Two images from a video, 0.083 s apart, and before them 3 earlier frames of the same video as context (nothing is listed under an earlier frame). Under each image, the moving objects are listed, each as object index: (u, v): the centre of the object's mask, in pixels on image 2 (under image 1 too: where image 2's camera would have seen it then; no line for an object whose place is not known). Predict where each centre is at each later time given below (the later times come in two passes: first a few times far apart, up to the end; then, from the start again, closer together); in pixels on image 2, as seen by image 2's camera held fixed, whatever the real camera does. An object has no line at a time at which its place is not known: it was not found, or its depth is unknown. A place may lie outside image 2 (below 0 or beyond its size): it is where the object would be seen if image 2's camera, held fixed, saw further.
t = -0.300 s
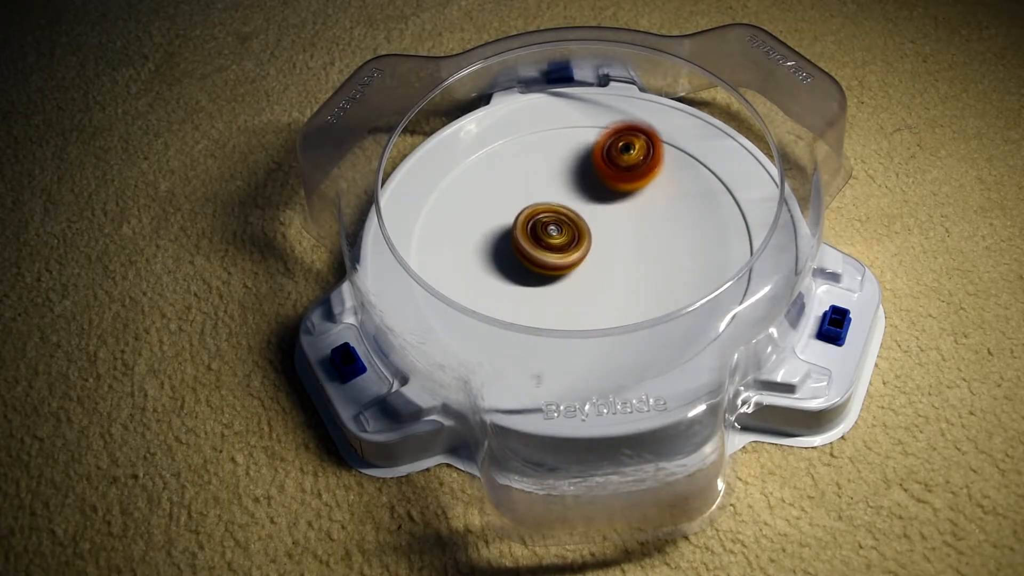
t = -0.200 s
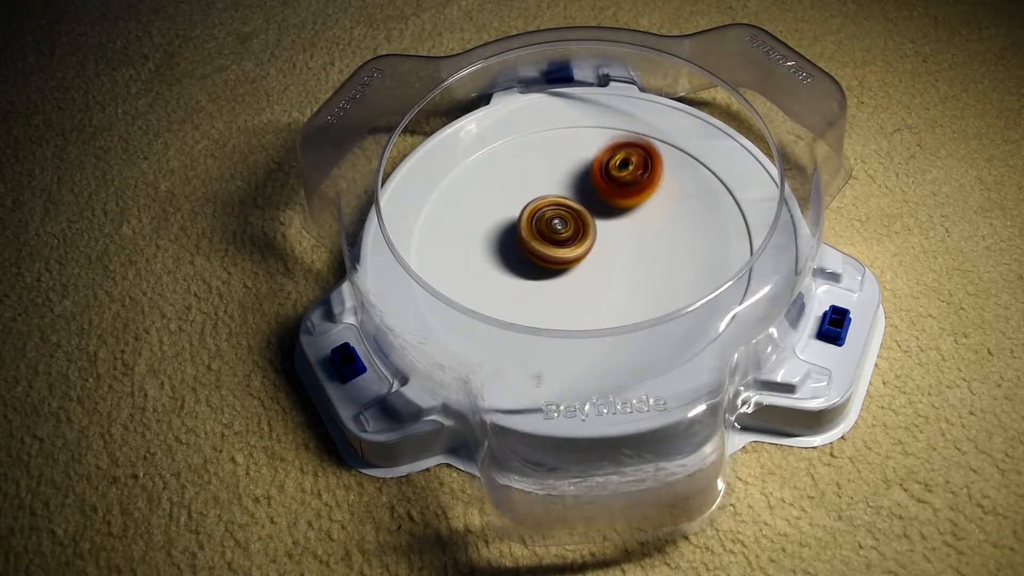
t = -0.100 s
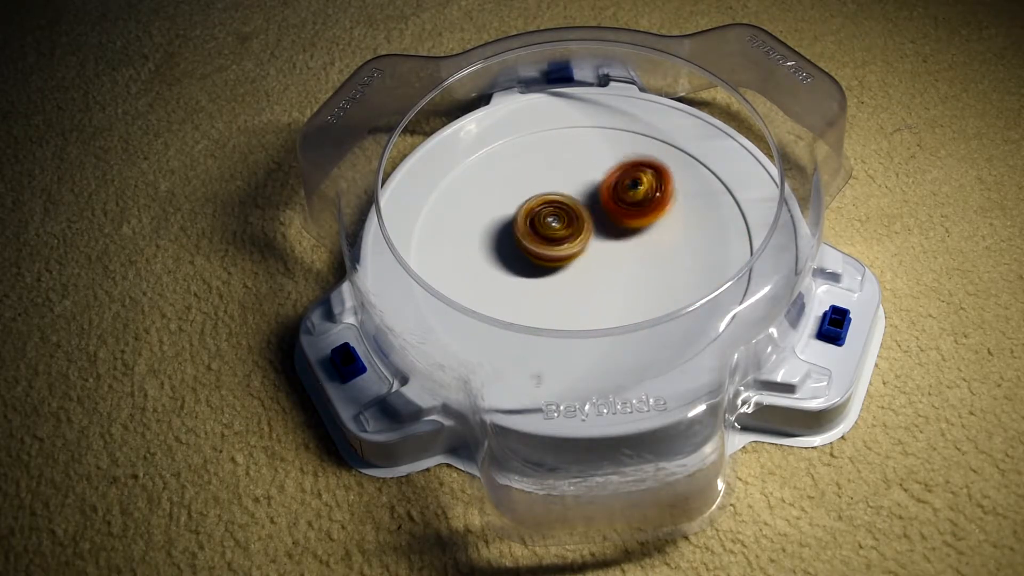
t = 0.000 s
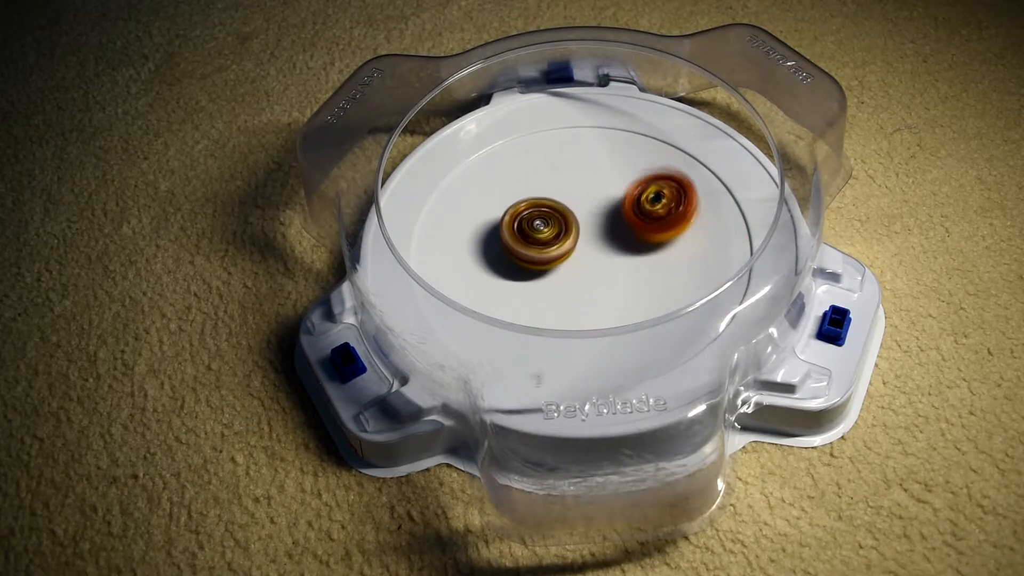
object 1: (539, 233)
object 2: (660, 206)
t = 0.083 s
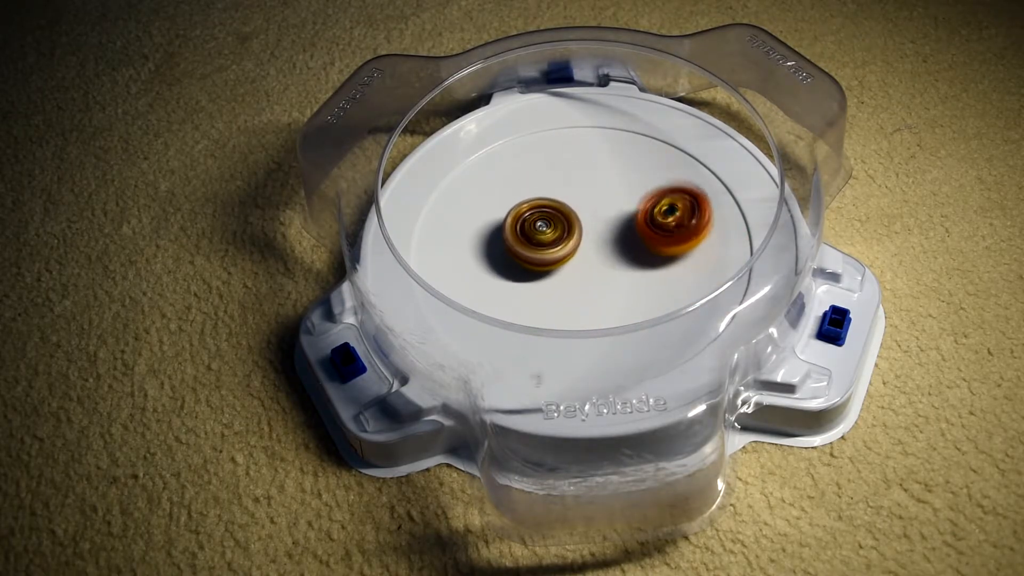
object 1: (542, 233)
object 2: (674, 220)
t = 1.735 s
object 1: (626, 199)
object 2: (512, 150)
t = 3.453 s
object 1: (609, 268)
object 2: (483, 282)
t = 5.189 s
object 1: (524, 233)
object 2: (597, 264)
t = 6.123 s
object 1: (595, 235)
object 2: (566, 298)
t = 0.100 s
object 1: (543, 234)
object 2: (676, 222)
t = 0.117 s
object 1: (544, 234)
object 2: (678, 224)
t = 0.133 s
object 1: (544, 234)
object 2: (679, 227)
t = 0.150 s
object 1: (545, 234)
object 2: (681, 230)
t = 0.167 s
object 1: (546, 234)
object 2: (682, 233)
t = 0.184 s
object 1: (547, 235)
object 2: (683, 236)
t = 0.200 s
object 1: (548, 235)
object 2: (683, 238)
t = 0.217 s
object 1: (549, 235)
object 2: (683, 241)
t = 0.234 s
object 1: (550, 236)
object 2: (683, 244)
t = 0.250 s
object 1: (551, 236)
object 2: (683, 246)
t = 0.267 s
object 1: (553, 237)
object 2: (682, 249)
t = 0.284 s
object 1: (554, 237)
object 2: (681, 252)
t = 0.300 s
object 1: (555, 237)
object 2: (680, 255)
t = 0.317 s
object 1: (556, 237)
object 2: (678, 257)
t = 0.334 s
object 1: (557, 238)
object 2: (676, 260)
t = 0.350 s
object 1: (558, 238)
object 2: (674, 263)
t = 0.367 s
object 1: (560, 239)
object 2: (671, 265)
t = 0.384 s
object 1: (561, 239)
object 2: (669, 268)
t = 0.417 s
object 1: (564, 240)
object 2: (662, 273)
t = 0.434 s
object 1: (565, 240)
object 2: (659, 276)
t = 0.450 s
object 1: (566, 241)
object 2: (654, 278)
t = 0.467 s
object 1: (567, 242)
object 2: (650, 280)
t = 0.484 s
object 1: (568, 242)
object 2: (646, 283)
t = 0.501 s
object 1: (570, 243)
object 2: (642, 285)
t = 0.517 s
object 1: (571, 243)
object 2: (638, 287)
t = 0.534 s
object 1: (573, 244)
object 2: (633, 289)
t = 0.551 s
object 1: (573, 243)
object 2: (628, 291)
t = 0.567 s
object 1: (572, 242)
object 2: (625, 295)
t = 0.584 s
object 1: (571, 240)
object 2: (622, 297)
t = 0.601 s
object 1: (572, 240)
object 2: (620, 300)
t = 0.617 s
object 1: (572, 239)
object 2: (618, 301)
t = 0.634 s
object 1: (573, 239)
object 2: (615, 303)
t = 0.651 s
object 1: (574, 239)
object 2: (612, 305)
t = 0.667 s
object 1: (574, 239)
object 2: (610, 307)
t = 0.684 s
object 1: (575, 239)
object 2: (608, 315)
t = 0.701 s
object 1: (576, 239)
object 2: (605, 317)
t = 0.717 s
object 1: (576, 239)
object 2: (603, 320)
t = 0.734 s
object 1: (577, 240)
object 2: (600, 321)
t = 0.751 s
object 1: (577, 240)
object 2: (598, 322)
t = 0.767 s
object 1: (578, 240)
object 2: (595, 323)
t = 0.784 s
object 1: (578, 240)
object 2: (593, 323)
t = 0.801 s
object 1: (579, 241)
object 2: (589, 324)
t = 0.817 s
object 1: (579, 241)
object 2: (586, 324)
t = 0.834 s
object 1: (580, 241)
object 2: (584, 324)
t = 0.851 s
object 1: (581, 242)
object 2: (581, 323)
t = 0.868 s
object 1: (581, 242)
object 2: (577, 321)
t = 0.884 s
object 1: (582, 242)
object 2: (573, 320)
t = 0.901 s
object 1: (582, 242)
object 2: (571, 318)
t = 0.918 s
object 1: (582, 242)
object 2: (568, 316)
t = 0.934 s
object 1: (583, 243)
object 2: (564, 308)
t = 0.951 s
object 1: (583, 243)
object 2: (560, 306)
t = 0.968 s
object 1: (584, 243)
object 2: (558, 305)
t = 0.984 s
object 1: (584, 243)
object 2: (554, 304)
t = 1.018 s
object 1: (585, 243)
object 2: (547, 301)
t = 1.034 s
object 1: (586, 243)
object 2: (544, 298)
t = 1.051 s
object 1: (587, 243)
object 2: (539, 297)
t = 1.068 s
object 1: (597, 236)
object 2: (522, 300)
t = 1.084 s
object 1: (607, 229)
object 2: (510, 300)
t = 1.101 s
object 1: (614, 224)
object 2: (495, 305)
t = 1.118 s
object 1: (621, 219)
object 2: (483, 307)
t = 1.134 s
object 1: (627, 214)
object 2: (473, 310)
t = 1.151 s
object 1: (632, 210)
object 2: (463, 314)
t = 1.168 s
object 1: (636, 207)
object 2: (453, 312)
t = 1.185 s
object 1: (638, 205)
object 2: (449, 313)
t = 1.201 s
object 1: (640, 203)
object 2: (449, 311)
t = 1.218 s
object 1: (641, 200)
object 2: (448, 309)
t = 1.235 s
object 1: (642, 199)
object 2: (451, 309)
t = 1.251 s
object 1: (643, 198)
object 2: (456, 302)
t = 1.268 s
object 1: (644, 196)
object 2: (459, 301)
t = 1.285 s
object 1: (644, 195)
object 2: (463, 297)
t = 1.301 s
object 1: (644, 194)
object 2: (468, 294)
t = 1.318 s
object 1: (645, 194)
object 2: (474, 287)
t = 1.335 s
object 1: (645, 193)
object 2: (476, 286)
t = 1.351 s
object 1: (645, 192)
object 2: (479, 284)
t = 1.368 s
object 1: (645, 192)
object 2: (482, 280)
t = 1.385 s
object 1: (645, 191)
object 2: (484, 276)
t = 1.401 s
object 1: (645, 191)
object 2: (488, 271)
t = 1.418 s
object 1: (644, 191)
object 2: (490, 264)
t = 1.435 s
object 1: (644, 190)
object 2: (493, 259)
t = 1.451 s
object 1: (644, 191)
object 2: (495, 254)
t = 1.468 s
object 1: (643, 190)
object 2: (496, 247)
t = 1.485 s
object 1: (643, 190)
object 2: (498, 242)
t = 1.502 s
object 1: (642, 191)
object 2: (500, 236)
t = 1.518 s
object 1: (642, 191)
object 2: (500, 229)
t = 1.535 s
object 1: (641, 191)
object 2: (501, 224)
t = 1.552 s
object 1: (640, 191)
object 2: (501, 217)
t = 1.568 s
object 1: (640, 192)
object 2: (502, 211)
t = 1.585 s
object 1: (639, 193)
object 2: (503, 205)
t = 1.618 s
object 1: (636, 194)
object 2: (504, 193)
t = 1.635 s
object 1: (635, 194)
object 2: (506, 186)
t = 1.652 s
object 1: (634, 195)
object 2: (506, 179)
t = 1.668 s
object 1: (632, 196)
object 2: (507, 174)
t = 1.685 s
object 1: (631, 196)
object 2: (510, 167)
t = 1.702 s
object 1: (629, 197)
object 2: (510, 161)
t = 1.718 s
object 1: (628, 198)
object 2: (511, 156)
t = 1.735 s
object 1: (626, 199)
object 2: (512, 150)
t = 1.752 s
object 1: (624, 200)
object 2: (513, 146)
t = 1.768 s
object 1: (621, 201)
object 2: (516, 139)
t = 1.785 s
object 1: (619, 202)
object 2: (517, 136)
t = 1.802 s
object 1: (617, 203)
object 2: (519, 132)
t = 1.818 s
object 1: (614, 204)
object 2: (520, 129)
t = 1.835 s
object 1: (611, 206)
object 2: (522, 128)
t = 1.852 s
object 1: (608, 207)
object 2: (526, 129)
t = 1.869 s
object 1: (605, 208)
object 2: (528, 130)
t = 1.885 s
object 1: (601, 209)
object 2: (533, 132)
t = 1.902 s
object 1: (597, 211)
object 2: (536, 134)
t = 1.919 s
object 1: (593, 212)
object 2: (539, 136)
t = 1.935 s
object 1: (590, 214)
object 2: (544, 138)
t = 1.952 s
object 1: (586, 215)
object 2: (547, 140)
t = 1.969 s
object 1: (581, 217)
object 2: (552, 142)
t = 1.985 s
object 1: (577, 219)
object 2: (556, 143)
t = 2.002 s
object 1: (574, 220)
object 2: (559, 145)
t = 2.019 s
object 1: (569, 221)
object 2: (564, 145)
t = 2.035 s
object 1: (565, 223)
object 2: (568, 147)
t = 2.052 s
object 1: (561, 224)
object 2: (573, 150)
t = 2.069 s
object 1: (558, 225)
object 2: (578, 151)
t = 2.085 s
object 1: (554, 227)
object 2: (583, 154)
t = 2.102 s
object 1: (550, 228)
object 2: (589, 156)
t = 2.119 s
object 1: (546, 229)
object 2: (594, 160)
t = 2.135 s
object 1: (543, 229)
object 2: (602, 163)
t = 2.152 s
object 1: (540, 230)
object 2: (607, 166)
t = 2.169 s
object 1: (537, 232)
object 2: (613, 170)
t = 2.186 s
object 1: (534, 232)
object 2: (619, 171)
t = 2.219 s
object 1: (529, 233)
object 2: (631, 178)
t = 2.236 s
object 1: (526, 234)
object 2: (636, 182)
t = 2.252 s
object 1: (525, 234)
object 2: (643, 186)
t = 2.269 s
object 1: (523, 235)
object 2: (648, 189)
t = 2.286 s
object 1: (521, 235)
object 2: (654, 192)
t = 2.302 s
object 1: (519, 235)
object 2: (659, 194)
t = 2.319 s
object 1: (518, 235)
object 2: (664, 200)
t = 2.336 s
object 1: (516, 235)
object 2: (670, 202)
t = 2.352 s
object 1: (515, 236)
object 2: (673, 206)
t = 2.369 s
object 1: (514, 236)
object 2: (679, 209)
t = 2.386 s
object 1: (514, 236)
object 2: (683, 212)
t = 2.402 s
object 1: (513, 236)
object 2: (687, 216)
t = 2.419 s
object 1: (512, 236)
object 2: (691, 218)
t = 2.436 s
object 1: (512, 236)
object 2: (694, 223)
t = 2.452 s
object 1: (511, 236)
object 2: (697, 225)
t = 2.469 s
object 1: (511, 236)
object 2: (699, 229)
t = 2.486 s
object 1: (510, 236)
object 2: (701, 232)
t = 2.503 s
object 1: (510, 236)
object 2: (702, 235)
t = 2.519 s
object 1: (510, 236)
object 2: (703, 238)
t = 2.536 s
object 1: (510, 236)
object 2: (703, 241)
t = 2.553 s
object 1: (510, 236)
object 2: (705, 244)
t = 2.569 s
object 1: (510, 236)
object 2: (703, 247)
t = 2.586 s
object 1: (511, 236)
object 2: (703, 251)
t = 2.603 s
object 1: (511, 236)
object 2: (701, 252)
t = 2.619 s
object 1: (512, 236)
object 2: (700, 257)
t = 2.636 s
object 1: (513, 236)
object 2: (698, 259)
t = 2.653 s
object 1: (513, 236)
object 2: (695, 263)
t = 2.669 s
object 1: (514, 236)
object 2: (691, 265)
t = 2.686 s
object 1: (516, 236)
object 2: (688, 268)
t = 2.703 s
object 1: (517, 236)
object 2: (684, 271)
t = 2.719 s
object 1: (518, 237)
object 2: (679, 273)
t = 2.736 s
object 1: (519, 237)
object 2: (674, 276)
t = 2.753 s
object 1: (520, 237)
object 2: (667, 279)
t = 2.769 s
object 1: (522, 237)
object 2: (662, 282)
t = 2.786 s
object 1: (523, 238)
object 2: (655, 284)
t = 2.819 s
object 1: (526, 238)
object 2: (642, 290)
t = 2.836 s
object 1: (527, 239)
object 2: (634, 293)
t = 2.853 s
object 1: (529, 239)
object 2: (628, 294)
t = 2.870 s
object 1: (531, 240)
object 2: (620, 297)
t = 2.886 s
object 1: (533, 240)
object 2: (613, 298)
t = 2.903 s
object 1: (536, 241)
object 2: (605, 301)
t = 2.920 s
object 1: (538, 242)
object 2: (598, 301)
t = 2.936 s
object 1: (540, 242)
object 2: (590, 302)
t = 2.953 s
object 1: (543, 243)
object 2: (582, 303)
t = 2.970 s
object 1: (546, 243)
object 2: (573, 304)
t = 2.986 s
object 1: (549, 244)
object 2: (567, 305)
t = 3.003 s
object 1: (551, 243)
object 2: (559, 304)
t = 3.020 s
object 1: (554, 246)
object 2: (551, 305)
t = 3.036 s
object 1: (557, 245)
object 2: (545, 304)
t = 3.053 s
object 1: (560, 246)
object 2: (538, 305)
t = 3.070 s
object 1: (564, 247)
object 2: (531, 305)
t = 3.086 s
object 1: (567, 249)
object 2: (522, 313)
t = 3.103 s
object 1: (570, 249)
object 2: (517, 315)
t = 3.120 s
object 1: (573, 250)
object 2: (509, 317)
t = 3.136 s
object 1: (576, 252)
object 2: (504, 316)
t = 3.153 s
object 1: (578, 253)
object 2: (498, 318)
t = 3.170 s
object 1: (581, 254)
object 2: (494, 317)
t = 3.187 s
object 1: (583, 255)
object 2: (490, 317)
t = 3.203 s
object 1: (586, 256)
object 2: (486, 316)
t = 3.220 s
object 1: (589, 257)
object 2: (483, 315)
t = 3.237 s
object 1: (591, 258)
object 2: (481, 315)
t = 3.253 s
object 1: (593, 258)
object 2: (478, 313)
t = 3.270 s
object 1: (595, 260)
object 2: (477, 312)
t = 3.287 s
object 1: (597, 260)
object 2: (474, 311)
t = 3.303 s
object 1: (599, 261)
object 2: (474, 310)
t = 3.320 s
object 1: (601, 262)
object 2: (472, 308)
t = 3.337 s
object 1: (602, 263)
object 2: (472, 306)
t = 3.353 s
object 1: (603, 264)
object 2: (472, 302)
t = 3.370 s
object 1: (605, 265)
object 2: (474, 300)
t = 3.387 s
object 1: (606, 266)
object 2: (475, 296)
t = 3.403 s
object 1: (607, 266)
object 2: (476, 294)
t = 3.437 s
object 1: (608, 267)
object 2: (482, 284)
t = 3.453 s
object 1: (609, 268)
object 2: (483, 282)
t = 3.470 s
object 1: (609, 268)
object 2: (486, 279)
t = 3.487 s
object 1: (610, 269)
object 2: (487, 275)
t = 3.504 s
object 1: (611, 269)
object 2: (492, 269)
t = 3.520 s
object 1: (610, 270)
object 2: (495, 264)
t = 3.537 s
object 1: (611, 270)
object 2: (499, 259)
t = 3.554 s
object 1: (611, 271)
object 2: (502, 253)
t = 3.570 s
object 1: (611, 271)
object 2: (507, 248)
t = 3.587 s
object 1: (611, 271)
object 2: (509, 243)
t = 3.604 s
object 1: (611, 272)
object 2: (514, 238)
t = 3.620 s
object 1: (611, 272)
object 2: (516, 233)
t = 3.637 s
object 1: (610, 272)
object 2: (521, 228)
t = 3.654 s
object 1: (610, 273)
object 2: (524, 224)
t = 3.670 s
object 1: (610, 273)
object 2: (529, 219)
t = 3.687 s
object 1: (609, 273)
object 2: (533, 214)
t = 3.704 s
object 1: (609, 273)
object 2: (538, 210)
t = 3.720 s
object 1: (608, 273)
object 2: (541, 206)
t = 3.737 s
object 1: (608, 273)
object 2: (546, 202)
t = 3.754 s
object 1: (607, 273)
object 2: (549, 198)
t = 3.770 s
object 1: (606, 272)
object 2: (556, 193)
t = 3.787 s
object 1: (606, 272)
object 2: (560, 189)
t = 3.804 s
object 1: (604, 272)
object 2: (566, 185)
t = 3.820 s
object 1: (604, 271)
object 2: (570, 181)
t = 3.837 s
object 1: (603, 271)
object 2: (576, 178)
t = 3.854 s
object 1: (602, 270)
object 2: (580, 174)
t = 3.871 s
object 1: (602, 270)
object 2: (586, 170)
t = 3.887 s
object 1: (601, 269)
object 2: (590, 167)
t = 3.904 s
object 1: (600, 268)
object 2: (597, 163)
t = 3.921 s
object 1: (600, 267)
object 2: (601, 160)
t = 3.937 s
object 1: (599, 267)
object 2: (607, 157)
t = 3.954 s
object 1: (599, 266)
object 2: (611, 154)
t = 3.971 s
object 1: (598, 265)
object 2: (616, 151)
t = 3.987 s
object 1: (598, 264)
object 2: (620, 148)
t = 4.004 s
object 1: (597, 262)
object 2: (624, 147)
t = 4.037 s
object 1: (595, 260)
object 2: (631, 144)
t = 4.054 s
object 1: (595, 258)
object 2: (633, 144)
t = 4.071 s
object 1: (594, 256)
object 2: (635, 143)
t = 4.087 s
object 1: (594, 255)
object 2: (637, 143)
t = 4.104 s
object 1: (593, 253)
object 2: (640, 143)
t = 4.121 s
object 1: (593, 251)
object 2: (642, 145)
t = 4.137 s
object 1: (592, 250)
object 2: (643, 145)
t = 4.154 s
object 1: (592, 248)
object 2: (644, 147)
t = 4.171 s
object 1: (592, 246)
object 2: (645, 147)
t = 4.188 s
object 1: (592, 244)
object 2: (647, 151)
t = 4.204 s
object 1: (591, 242)
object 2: (647, 153)
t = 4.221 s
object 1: (592, 241)
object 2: (646, 158)
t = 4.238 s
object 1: (591, 239)
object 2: (647, 160)
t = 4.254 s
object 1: (591, 237)
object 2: (647, 165)
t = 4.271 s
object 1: (591, 235)
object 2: (647, 169)
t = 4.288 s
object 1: (592, 233)
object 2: (646, 175)
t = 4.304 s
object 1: (591, 231)
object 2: (645, 180)
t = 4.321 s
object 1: (588, 231)
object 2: (650, 182)
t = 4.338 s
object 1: (577, 234)
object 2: (660, 182)
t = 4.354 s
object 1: (568, 237)
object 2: (669, 182)
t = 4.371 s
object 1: (560, 239)
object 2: (677, 183)
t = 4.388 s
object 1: (552, 241)
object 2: (684, 182)
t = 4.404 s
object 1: (547, 243)
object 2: (691, 184)
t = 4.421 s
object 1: (542, 245)
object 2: (695, 185)
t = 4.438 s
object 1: (538, 246)
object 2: (699, 187)
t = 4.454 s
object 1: (535, 246)
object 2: (700, 189)
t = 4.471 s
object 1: (534, 247)
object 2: (702, 188)
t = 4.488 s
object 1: (533, 247)
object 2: (706, 190)
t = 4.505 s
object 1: (533, 246)
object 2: (707, 193)
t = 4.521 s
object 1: (533, 247)
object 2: (709, 195)
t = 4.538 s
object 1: (533, 247)
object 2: (711, 200)
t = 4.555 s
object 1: (534, 247)
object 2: (712, 202)
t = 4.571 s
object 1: (534, 247)
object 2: (713, 206)
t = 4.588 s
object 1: (534, 248)
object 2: (714, 211)
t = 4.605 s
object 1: (534, 248)
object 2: (713, 214)
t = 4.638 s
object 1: (535, 248)
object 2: (710, 224)
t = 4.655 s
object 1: (536, 248)
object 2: (709, 227)
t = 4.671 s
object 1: (536, 248)
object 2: (707, 232)
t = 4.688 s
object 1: (537, 248)
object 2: (703, 235)
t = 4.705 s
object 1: (537, 249)
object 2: (701, 240)
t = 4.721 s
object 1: (538, 248)
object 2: (696, 244)
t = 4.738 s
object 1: (539, 249)
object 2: (691, 247)
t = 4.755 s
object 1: (540, 249)
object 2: (687, 251)
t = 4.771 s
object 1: (541, 249)
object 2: (681, 254)
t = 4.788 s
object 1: (542, 249)
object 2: (677, 257)
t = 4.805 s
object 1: (543, 250)
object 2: (671, 260)
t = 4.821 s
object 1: (544, 250)
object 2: (667, 261)
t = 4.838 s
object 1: (545, 250)
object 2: (661, 264)
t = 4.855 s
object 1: (546, 250)
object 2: (654, 265)
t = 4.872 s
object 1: (547, 250)
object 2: (651, 264)
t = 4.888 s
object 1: (548, 251)
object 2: (644, 267)
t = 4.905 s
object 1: (549, 251)
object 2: (638, 266)
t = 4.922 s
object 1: (549, 251)
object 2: (633, 268)
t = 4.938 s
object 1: (542, 248)
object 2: (634, 269)
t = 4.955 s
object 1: (535, 244)
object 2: (637, 270)
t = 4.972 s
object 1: (530, 241)
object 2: (638, 275)
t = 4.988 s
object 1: (526, 238)
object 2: (638, 275)
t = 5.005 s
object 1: (523, 236)
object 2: (638, 275)
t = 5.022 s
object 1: (521, 235)
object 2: (636, 276)
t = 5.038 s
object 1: (520, 233)
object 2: (633, 277)
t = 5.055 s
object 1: (520, 233)
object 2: (628, 276)
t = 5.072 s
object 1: (521, 233)
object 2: (624, 275)
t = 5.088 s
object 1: (522, 233)
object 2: (617, 275)
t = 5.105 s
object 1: (522, 233)
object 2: (612, 273)
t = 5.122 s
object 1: (523, 233)
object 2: (609, 271)
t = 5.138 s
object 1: (523, 233)
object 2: (604, 270)
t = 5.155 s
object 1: (523, 233)
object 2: (601, 268)
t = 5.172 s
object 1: (523, 233)
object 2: (599, 266)
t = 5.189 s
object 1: (524, 233)
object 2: (597, 264)
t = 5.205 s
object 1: (522, 231)
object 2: (593, 263)
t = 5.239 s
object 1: (513, 218)
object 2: (601, 273)
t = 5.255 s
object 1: (509, 213)
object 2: (603, 277)
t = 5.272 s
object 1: (506, 207)
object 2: (607, 282)
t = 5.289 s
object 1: (505, 203)
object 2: (610, 287)
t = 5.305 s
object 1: (505, 200)
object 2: (609, 289)
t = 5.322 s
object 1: (506, 198)
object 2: (609, 292)
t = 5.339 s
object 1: (506, 196)
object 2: (609, 293)
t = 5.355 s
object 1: (507, 195)
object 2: (608, 293)
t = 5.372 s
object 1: (508, 192)
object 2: (607, 292)
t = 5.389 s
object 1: (508, 190)
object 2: (606, 291)
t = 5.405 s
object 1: (510, 187)
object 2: (605, 289)
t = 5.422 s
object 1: (512, 186)
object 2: (604, 288)
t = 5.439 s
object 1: (514, 185)
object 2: (602, 287)
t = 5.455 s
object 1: (517, 184)
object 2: (600, 287)
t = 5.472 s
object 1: (519, 183)
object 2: (598, 286)
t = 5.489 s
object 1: (521, 182)
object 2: (594, 284)
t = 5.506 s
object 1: (523, 181)
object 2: (590, 283)
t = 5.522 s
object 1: (526, 181)
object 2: (585, 282)
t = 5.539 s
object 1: (529, 181)
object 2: (581, 282)
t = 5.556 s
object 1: (532, 181)
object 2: (578, 282)
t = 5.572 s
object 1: (535, 181)
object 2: (575, 282)
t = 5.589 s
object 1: (539, 182)
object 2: (572, 283)
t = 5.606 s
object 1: (542, 183)
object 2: (571, 283)
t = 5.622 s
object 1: (545, 184)
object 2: (569, 284)
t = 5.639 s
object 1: (548, 186)
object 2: (567, 285)
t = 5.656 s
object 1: (551, 187)
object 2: (565, 286)
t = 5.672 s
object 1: (554, 189)
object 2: (565, 287)
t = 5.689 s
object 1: (557, 191)
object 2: (564, 288)
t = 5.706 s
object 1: (559, 193)
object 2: (563, 288)
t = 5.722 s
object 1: (562, 196)
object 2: (564, 288)
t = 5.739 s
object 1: (564, 198)
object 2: (564, 288)
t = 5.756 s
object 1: (567, 201)
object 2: (564, 287)
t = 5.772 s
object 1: (569, 203)
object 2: (565, 287)
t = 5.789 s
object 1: (571, 206)
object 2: (566, 286)
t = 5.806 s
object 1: (572, 209)
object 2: (567, 285)
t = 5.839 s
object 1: (575, 214)
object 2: (569, 284)
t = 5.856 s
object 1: (577, 216)
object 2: (570, 283)
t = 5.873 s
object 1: (578, 217)
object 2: (571, 285)
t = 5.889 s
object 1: (582, 217)
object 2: (572, 286)
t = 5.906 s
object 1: (584, 218)
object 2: (573, 288)
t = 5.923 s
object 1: (586, 222)
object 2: (574, 288)
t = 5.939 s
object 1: (587, 223)
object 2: (574, 288)
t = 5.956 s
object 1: (588, 225)
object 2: (574, 290)
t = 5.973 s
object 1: (590, 225)
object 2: (574, 292)
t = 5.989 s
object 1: (591, 226)
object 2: (572, 294)
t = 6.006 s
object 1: (593, 227)
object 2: (570, 295)
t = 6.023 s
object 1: (593, 229)
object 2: (568, 297)
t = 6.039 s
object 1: (594, 230)
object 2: (567, 298)
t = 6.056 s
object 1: (594, 232)
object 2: (566, 299)
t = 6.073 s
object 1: (595, 232)
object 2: (566, 298)
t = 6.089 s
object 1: (595, 233)
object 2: (565, 299)
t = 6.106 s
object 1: (595, 234)
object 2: (565, 299)
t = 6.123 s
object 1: (595, 235)
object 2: (566, 298)
